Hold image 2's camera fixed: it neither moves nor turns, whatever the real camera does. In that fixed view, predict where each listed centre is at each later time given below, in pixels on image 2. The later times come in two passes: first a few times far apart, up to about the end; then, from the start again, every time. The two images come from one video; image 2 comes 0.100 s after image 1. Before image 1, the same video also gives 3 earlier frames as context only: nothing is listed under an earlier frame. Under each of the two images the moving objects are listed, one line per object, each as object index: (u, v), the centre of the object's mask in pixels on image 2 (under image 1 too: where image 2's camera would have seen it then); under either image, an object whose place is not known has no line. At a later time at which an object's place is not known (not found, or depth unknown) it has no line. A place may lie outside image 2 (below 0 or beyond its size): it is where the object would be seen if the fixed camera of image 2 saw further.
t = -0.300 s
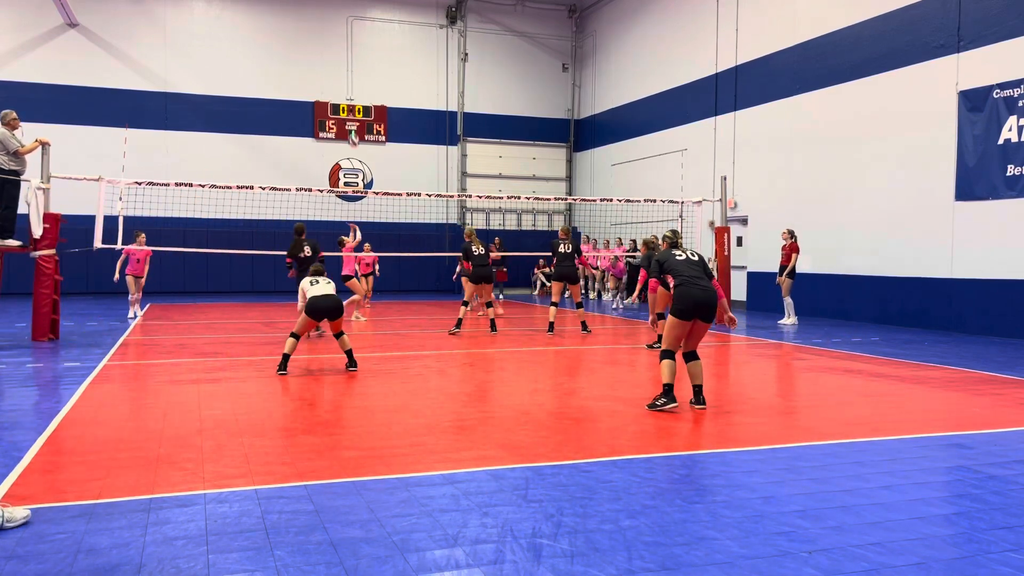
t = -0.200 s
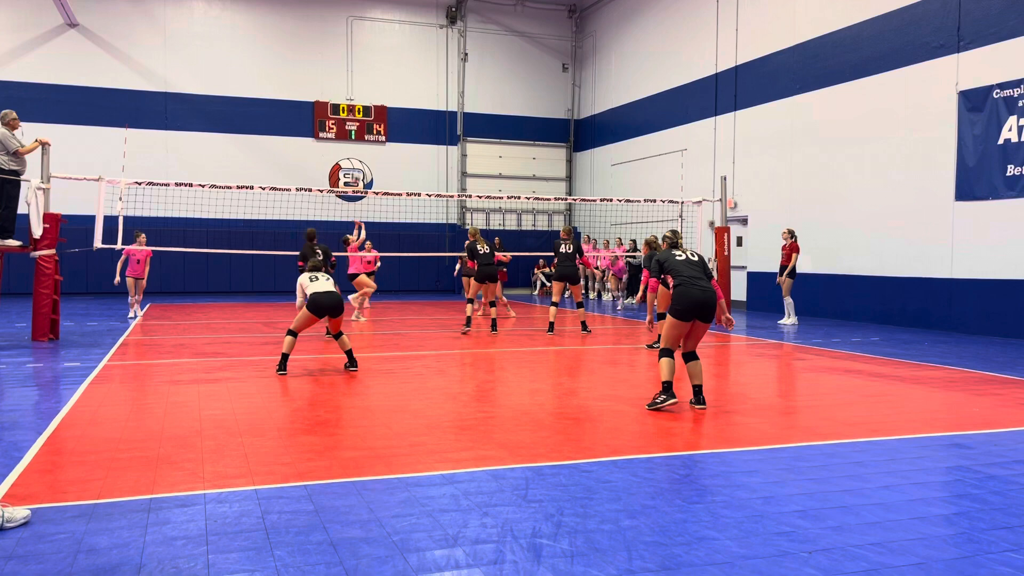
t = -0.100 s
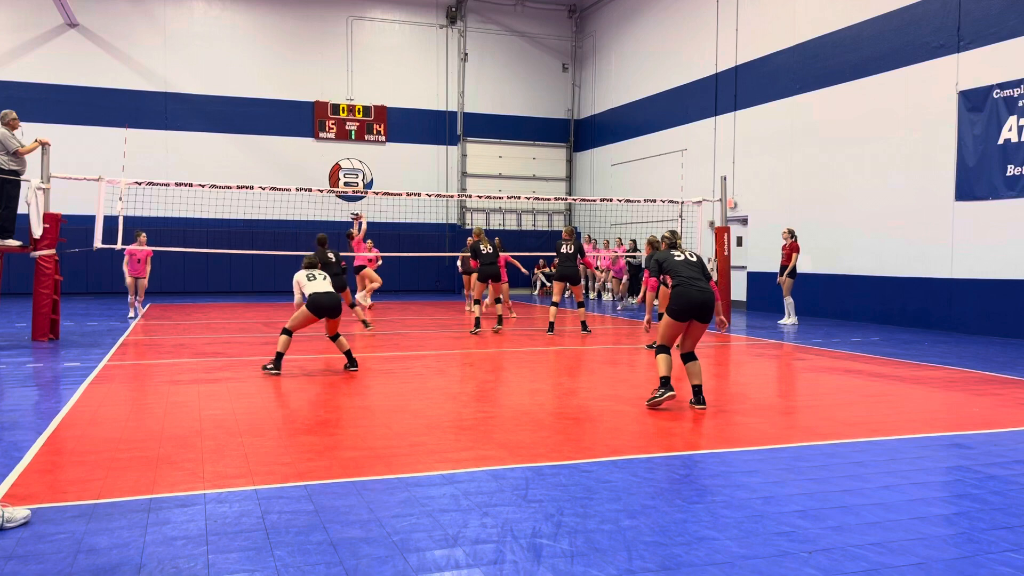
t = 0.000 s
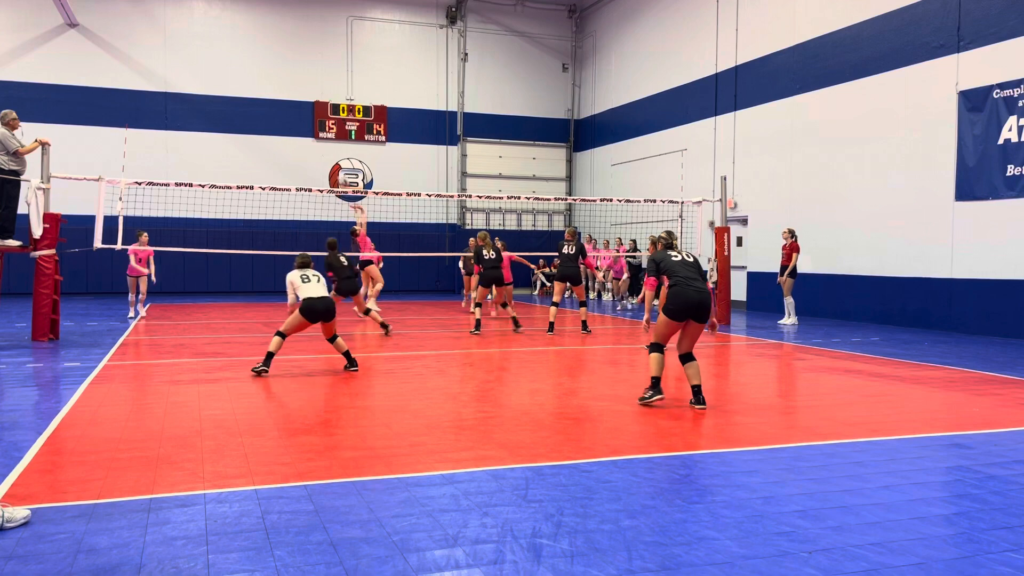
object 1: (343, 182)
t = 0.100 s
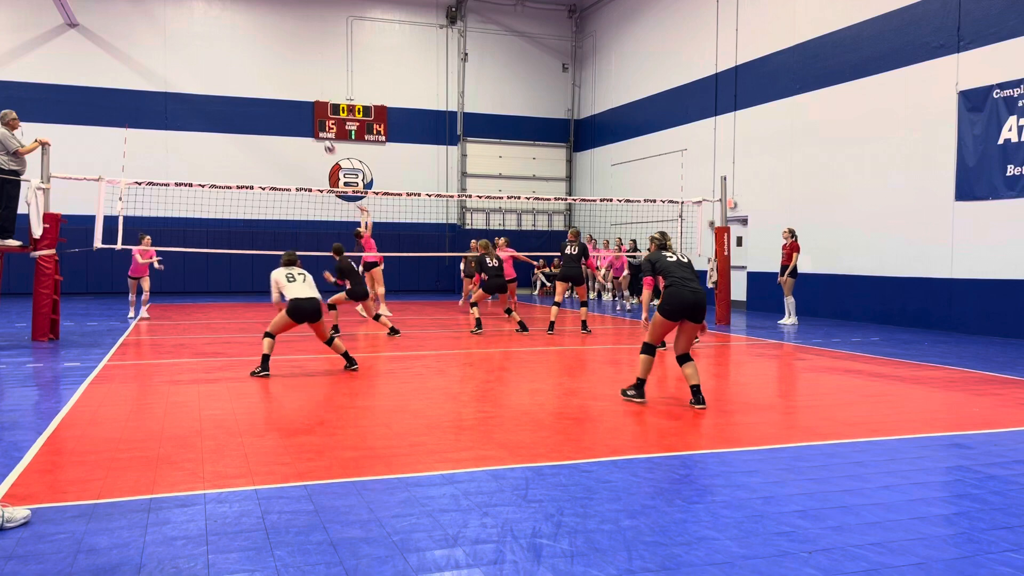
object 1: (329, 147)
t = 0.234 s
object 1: (313, 111)
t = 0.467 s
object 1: (282, 71)
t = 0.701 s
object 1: (250, 62)
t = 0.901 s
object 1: (223, 79)
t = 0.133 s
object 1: (325, 137)
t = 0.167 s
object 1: (320, 126)
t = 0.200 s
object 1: (317, 119)
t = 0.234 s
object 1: (313, 111)
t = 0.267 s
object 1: (309, 104)
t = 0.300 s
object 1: (304, 96)
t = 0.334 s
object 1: (300, 90)
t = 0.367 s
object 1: (296, 85)
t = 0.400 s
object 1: (291, 79)
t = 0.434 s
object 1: (287, 75)
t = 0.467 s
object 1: (282, 71)
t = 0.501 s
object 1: (278, 68)
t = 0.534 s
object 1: (273, 65)
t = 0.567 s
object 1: (269, 63)
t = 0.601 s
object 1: (264, 62)
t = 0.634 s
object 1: (259, 61)
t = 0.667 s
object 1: (255, 61)
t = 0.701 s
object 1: (250, 62)
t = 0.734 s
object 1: (246, 63)
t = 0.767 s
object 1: (241, 65)
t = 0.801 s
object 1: (237, 67)
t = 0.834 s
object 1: (232, 71)
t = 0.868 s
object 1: (227, 74)
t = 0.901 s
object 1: (223, 79)
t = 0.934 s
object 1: (218, 85)
